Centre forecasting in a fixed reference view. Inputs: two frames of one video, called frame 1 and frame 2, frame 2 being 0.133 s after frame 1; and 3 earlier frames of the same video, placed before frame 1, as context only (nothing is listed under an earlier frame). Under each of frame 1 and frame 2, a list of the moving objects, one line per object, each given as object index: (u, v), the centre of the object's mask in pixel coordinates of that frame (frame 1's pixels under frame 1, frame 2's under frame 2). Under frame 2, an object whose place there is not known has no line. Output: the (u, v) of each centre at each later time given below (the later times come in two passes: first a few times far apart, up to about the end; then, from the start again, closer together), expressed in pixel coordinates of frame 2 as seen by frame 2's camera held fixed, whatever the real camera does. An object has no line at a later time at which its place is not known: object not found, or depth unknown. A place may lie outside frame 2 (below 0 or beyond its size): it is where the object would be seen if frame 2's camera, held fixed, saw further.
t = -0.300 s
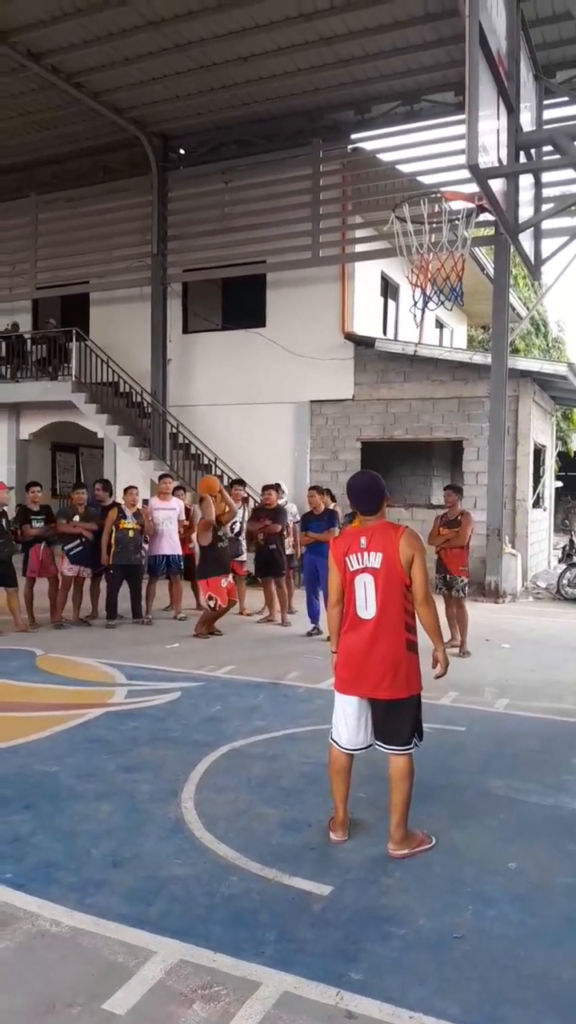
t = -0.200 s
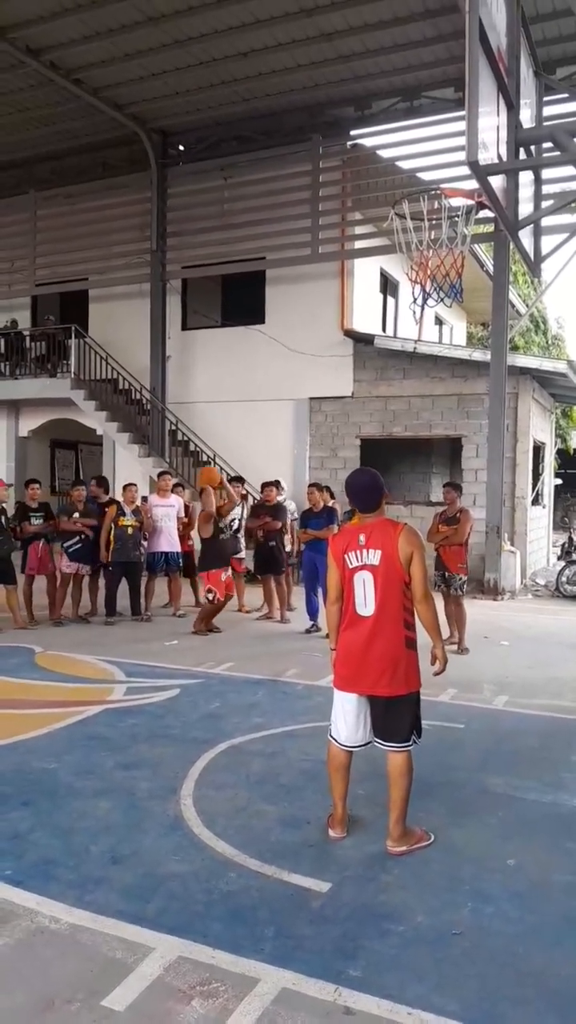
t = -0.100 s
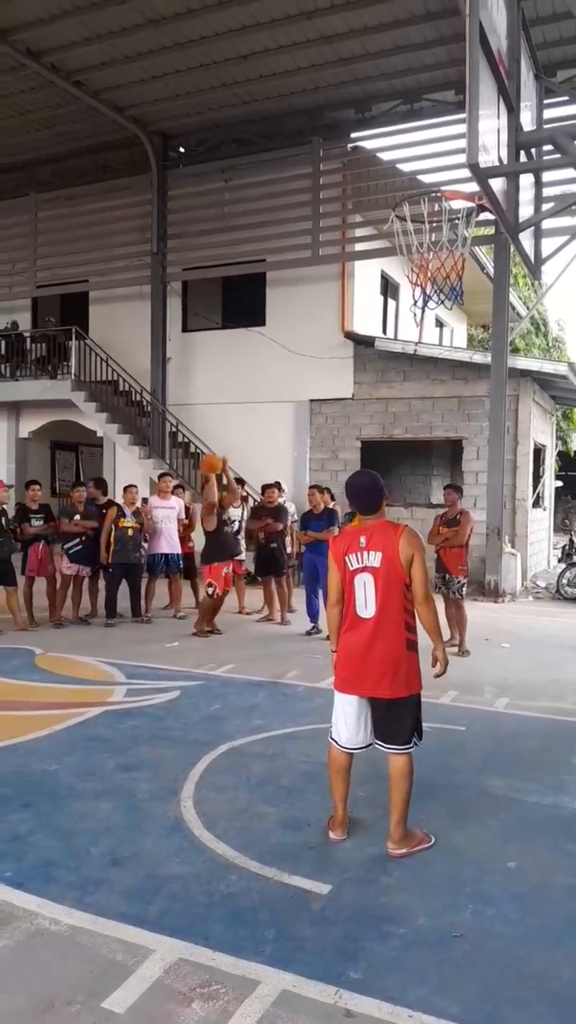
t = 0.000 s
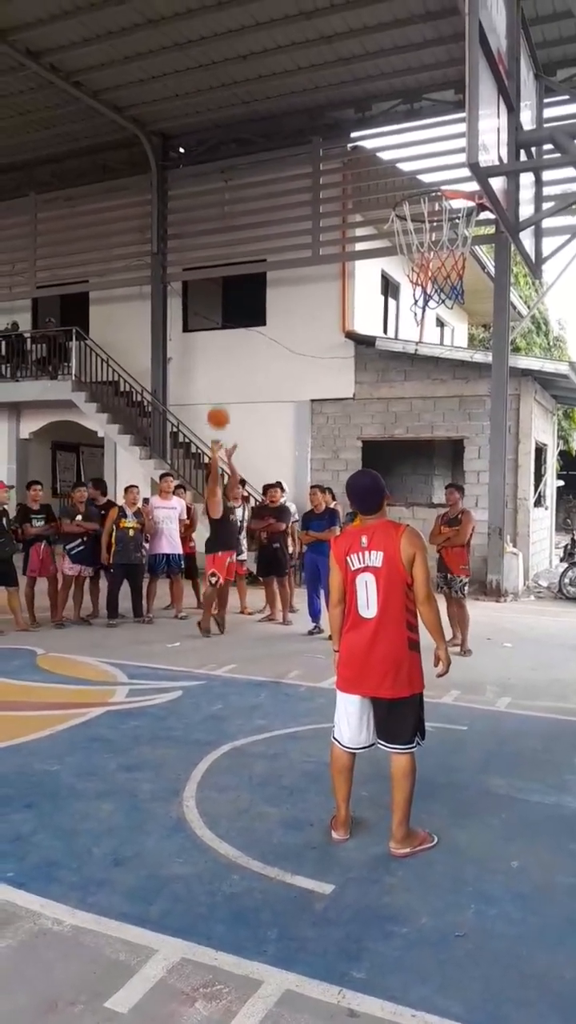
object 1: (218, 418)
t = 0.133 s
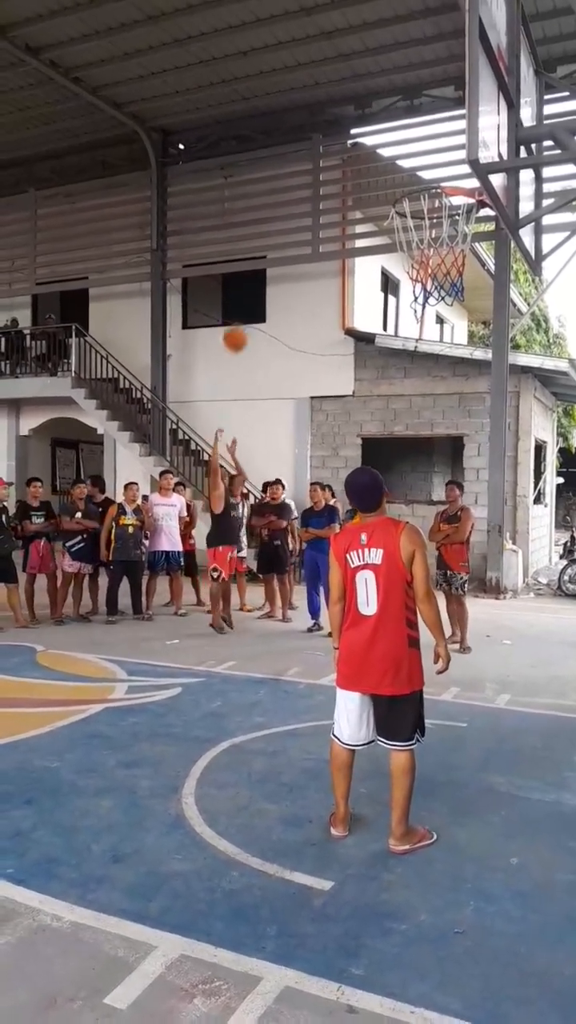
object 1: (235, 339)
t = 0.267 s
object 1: (255, 271)
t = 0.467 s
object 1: (291, 188)
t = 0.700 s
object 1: (341, 138)
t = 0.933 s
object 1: (411, 163)
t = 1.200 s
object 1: (425, 272)
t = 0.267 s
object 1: (255, 271)
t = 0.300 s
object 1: (260, 255)
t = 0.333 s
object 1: (266, 241)
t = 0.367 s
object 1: (272, 226)
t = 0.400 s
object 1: (278, 213)
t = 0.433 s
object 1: (284, 200)
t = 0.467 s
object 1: (291, 188)
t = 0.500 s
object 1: (297, 177)
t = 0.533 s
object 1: (303, 168)
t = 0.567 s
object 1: (311, 158)
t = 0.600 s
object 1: (319, 151)
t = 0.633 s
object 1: (326, 145)
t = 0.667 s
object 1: (333, 141)
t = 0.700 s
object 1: (341, 138)
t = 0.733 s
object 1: (350, 135)
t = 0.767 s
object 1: (359, 135)
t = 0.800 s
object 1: (368, 136)
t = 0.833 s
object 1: (379, 138)
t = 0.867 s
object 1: (390, 144)
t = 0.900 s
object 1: (400, 152)
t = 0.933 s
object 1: (411, 163)
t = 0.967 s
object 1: (424, 171)
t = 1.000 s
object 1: (435, 188)
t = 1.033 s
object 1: (438, 206)
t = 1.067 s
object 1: (442, 222)
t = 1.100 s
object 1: (441, 234)
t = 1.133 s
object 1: (434, 247)
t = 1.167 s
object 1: (430, 261)
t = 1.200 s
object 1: (425, 272)
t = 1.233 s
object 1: (420, 285)
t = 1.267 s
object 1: (416, 300)
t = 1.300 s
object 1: (413, 316)
